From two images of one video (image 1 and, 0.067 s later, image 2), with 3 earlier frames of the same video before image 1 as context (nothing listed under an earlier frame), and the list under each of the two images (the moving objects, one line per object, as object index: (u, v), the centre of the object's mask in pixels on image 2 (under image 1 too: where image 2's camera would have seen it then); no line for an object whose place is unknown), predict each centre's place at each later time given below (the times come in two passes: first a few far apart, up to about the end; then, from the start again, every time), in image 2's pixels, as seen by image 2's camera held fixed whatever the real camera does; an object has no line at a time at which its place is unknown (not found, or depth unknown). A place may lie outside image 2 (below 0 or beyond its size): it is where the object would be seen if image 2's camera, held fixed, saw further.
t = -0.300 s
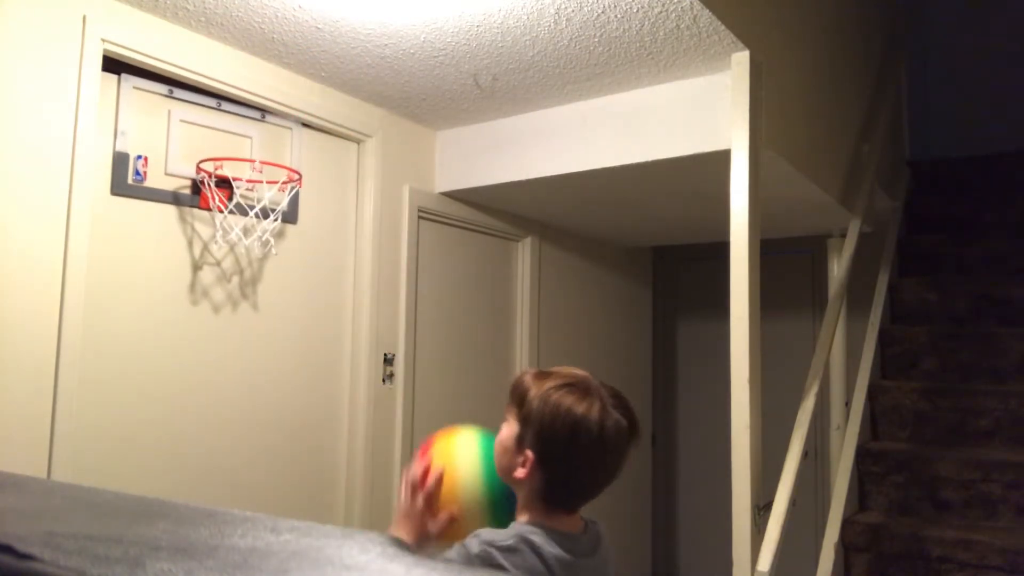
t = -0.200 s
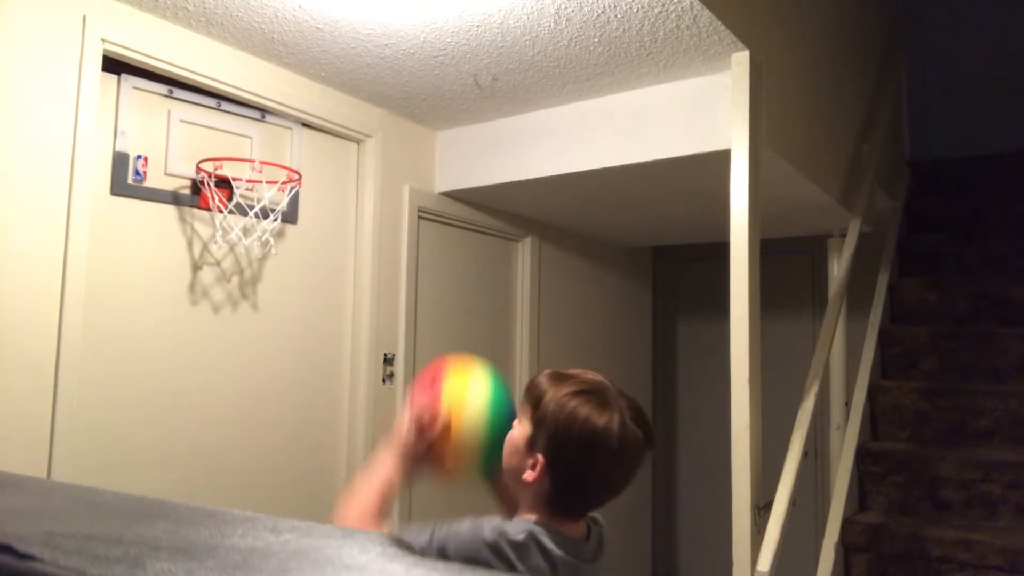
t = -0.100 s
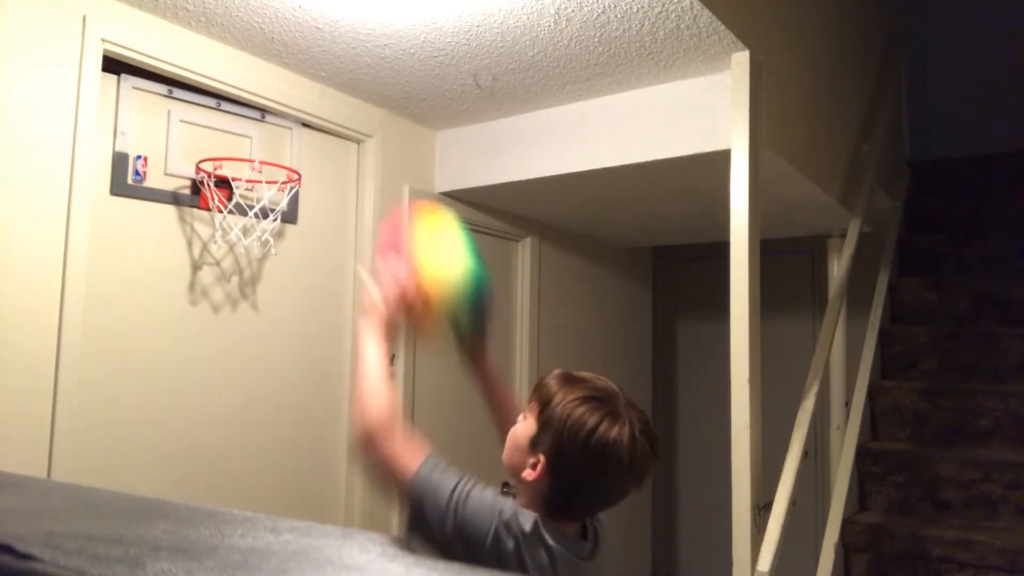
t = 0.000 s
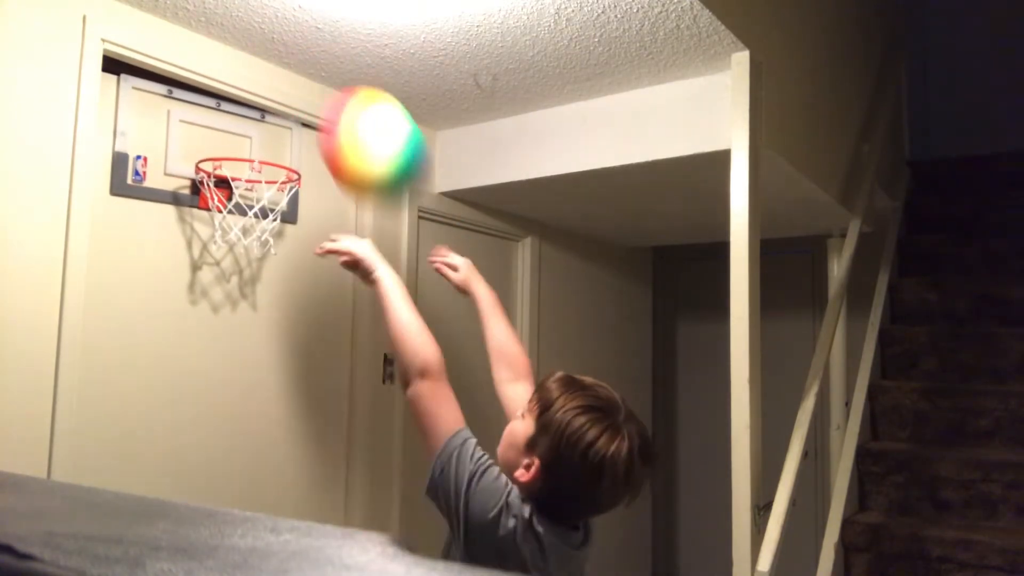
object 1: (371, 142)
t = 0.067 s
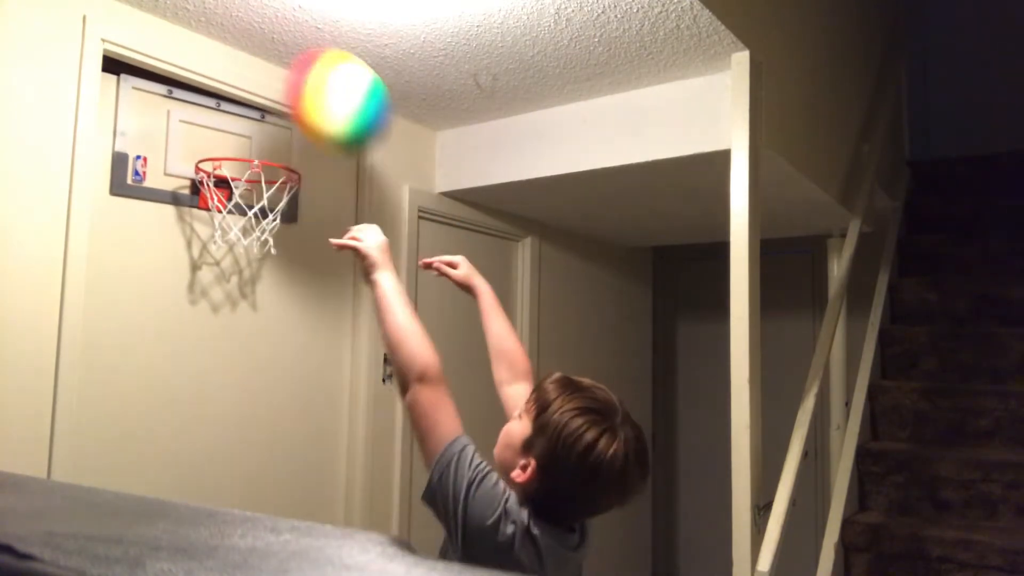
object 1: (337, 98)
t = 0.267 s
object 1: (250, 91)
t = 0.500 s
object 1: (292, 95)
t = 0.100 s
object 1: (320, 86)
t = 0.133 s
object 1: (304, 78)
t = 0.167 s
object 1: (287, 75)
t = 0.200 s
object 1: (270, 77)
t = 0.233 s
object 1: (255, 82)
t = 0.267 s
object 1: (250, 91)
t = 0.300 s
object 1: (258, 106)
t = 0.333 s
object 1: (266, 122)
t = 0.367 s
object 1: (271, 134)
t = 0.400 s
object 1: (276, 134)
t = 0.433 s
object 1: (281, 119)
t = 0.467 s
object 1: (287, 105)
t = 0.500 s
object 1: (292, 95)
